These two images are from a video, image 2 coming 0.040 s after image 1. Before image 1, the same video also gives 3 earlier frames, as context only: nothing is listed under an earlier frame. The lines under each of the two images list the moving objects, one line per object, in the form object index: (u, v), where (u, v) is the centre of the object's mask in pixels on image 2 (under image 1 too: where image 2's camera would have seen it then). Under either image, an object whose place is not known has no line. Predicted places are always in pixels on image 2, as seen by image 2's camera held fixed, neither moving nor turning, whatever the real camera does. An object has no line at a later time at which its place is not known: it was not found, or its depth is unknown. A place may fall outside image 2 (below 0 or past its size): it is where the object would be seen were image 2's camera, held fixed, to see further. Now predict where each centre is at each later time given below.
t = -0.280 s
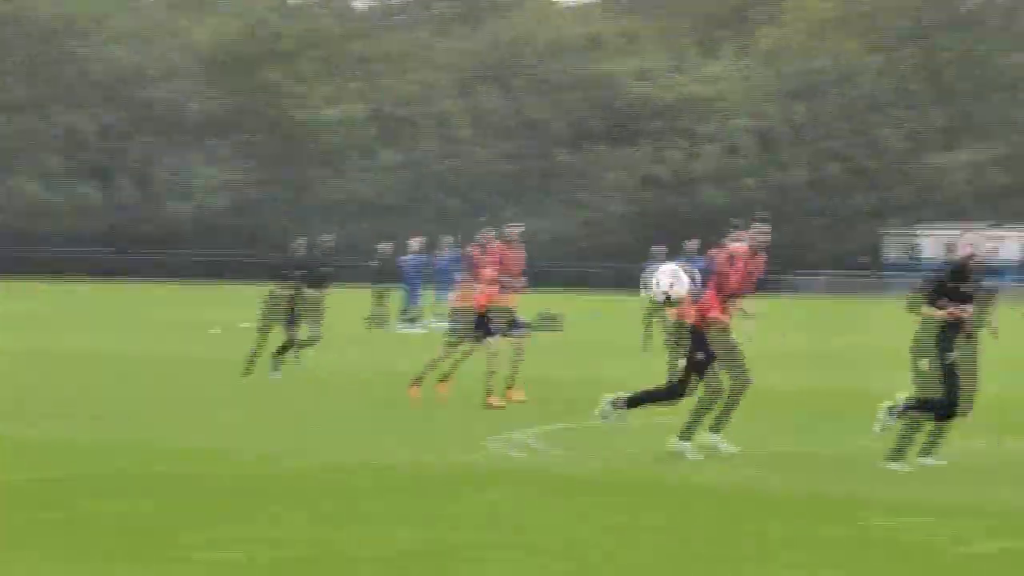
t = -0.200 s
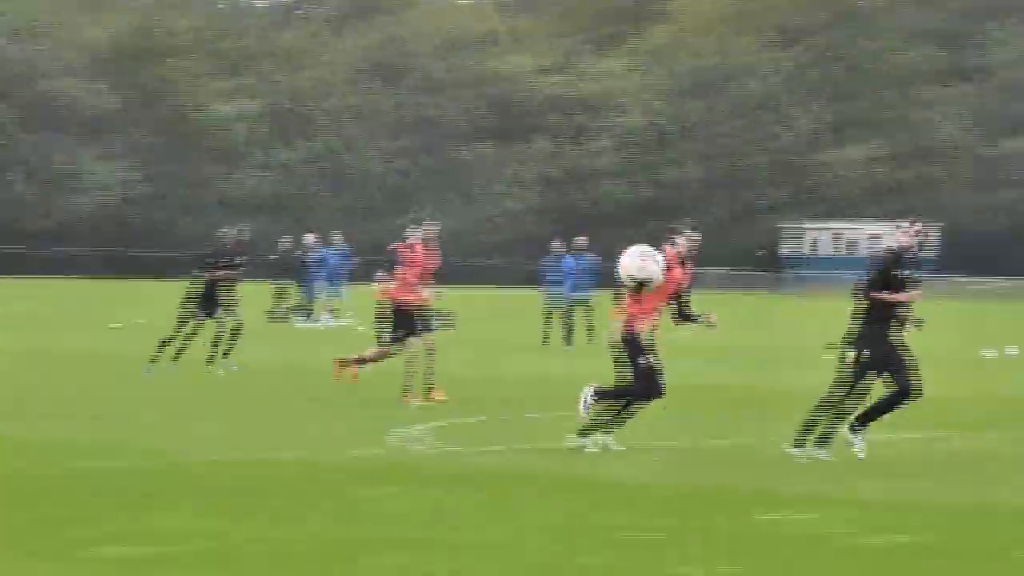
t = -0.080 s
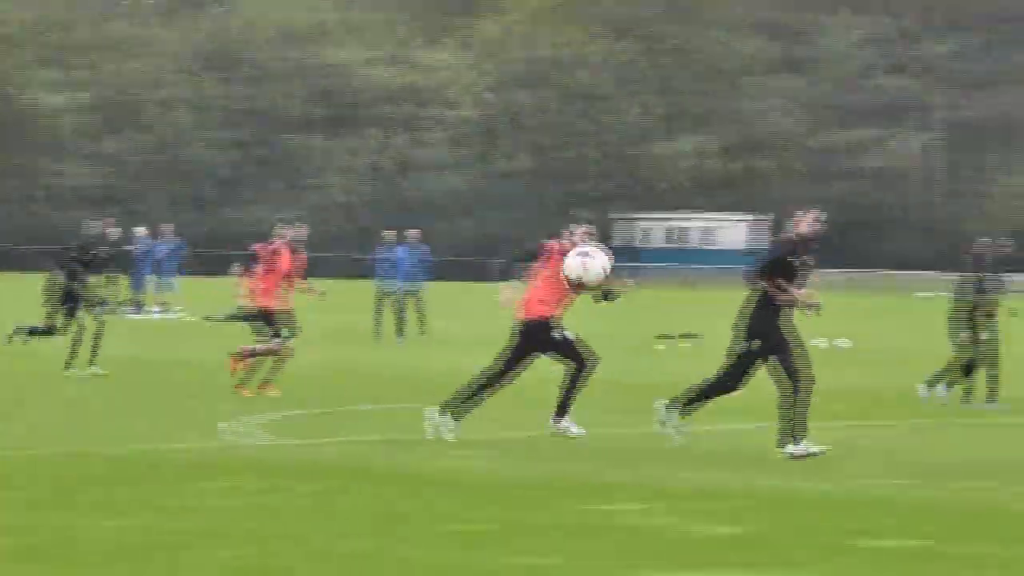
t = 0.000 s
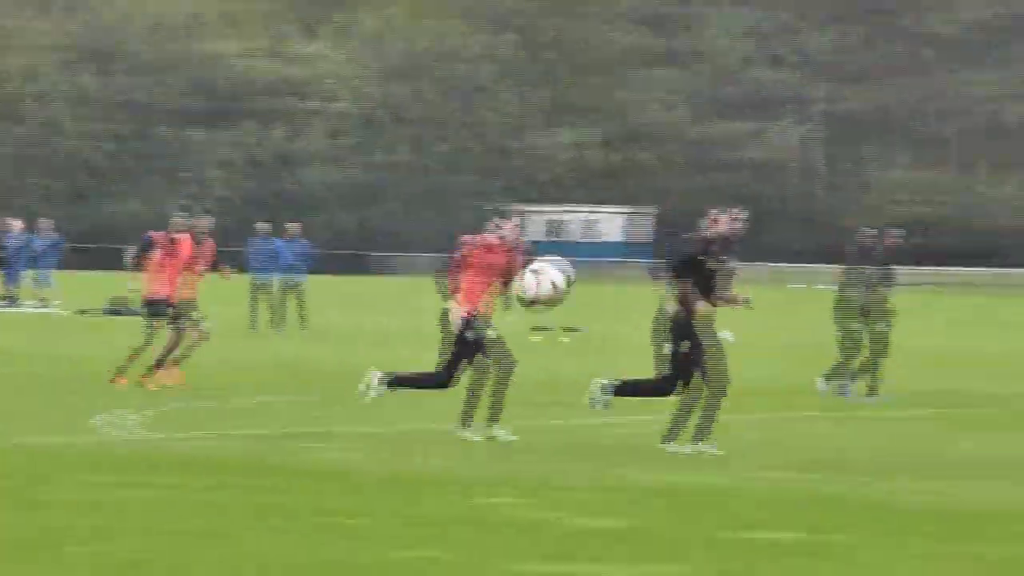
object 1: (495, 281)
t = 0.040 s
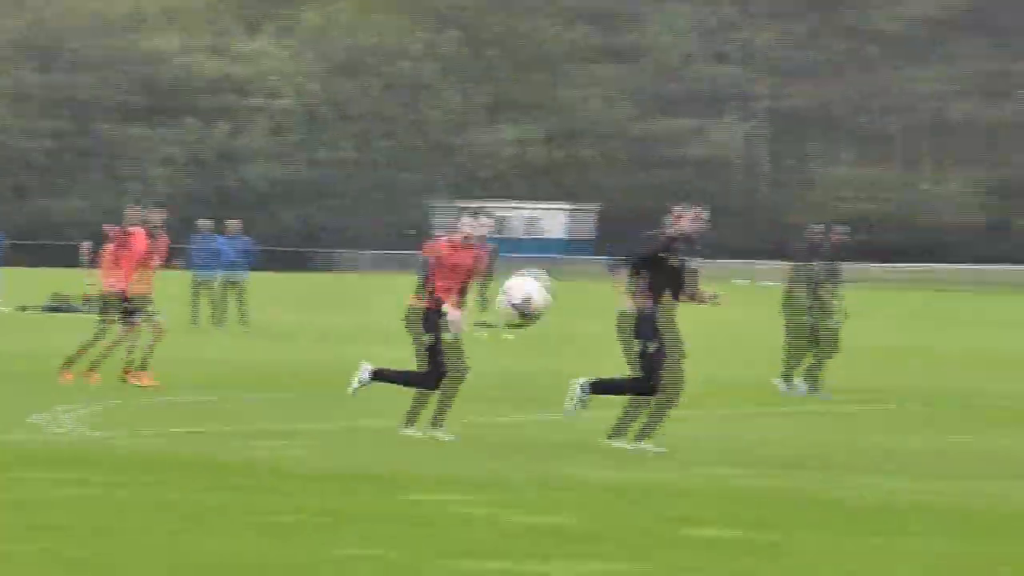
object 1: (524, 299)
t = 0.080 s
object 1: (561, 318)
